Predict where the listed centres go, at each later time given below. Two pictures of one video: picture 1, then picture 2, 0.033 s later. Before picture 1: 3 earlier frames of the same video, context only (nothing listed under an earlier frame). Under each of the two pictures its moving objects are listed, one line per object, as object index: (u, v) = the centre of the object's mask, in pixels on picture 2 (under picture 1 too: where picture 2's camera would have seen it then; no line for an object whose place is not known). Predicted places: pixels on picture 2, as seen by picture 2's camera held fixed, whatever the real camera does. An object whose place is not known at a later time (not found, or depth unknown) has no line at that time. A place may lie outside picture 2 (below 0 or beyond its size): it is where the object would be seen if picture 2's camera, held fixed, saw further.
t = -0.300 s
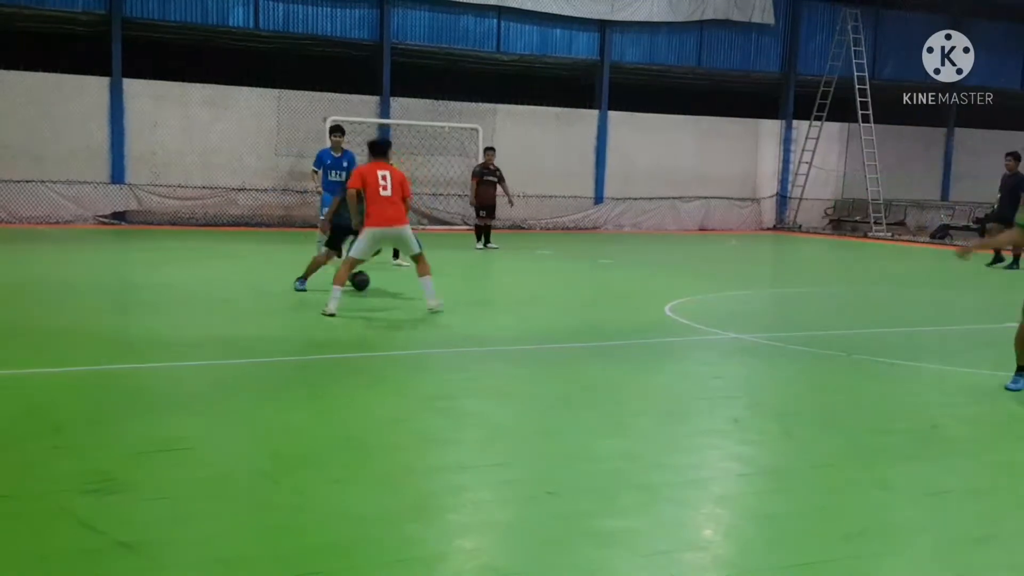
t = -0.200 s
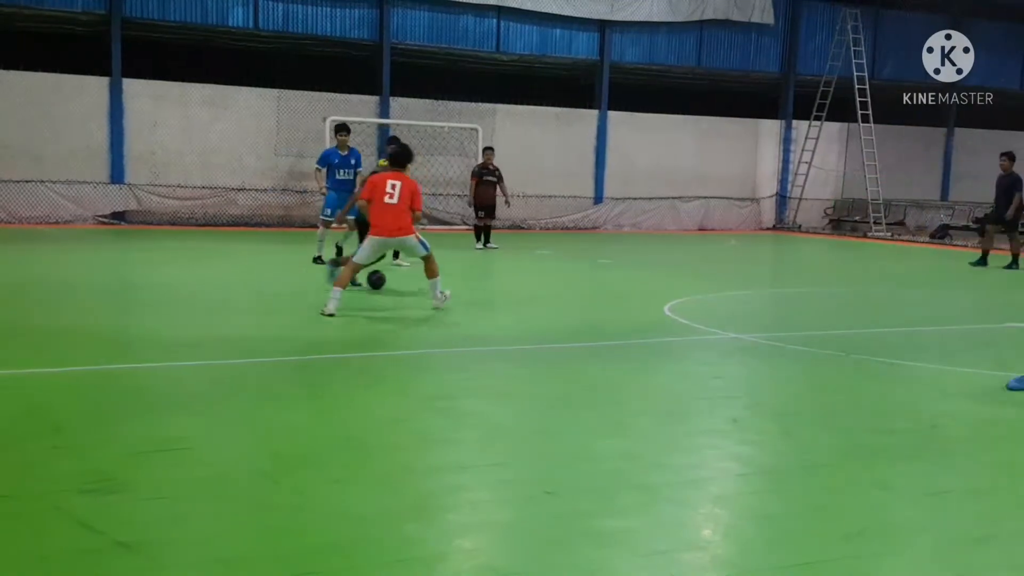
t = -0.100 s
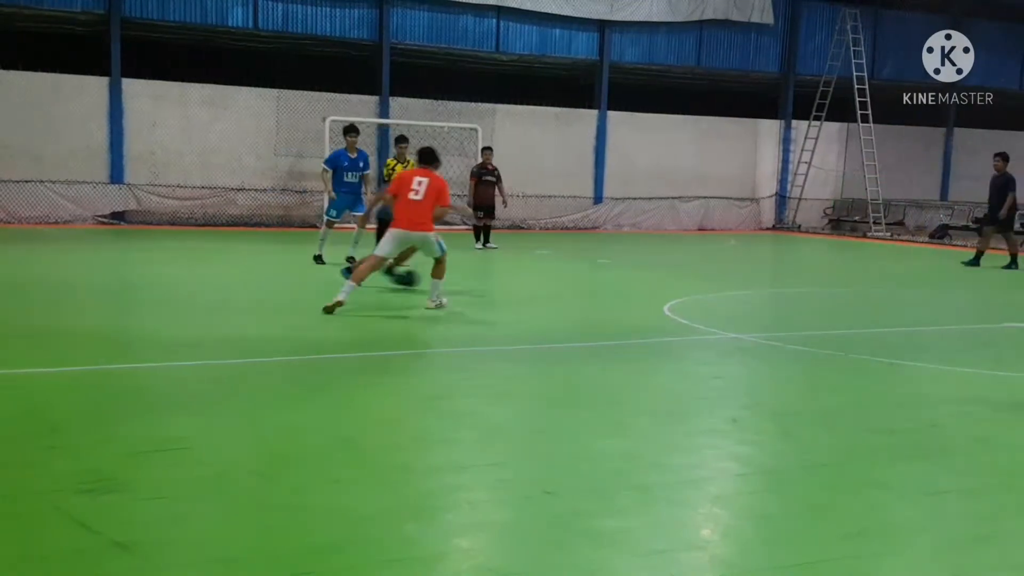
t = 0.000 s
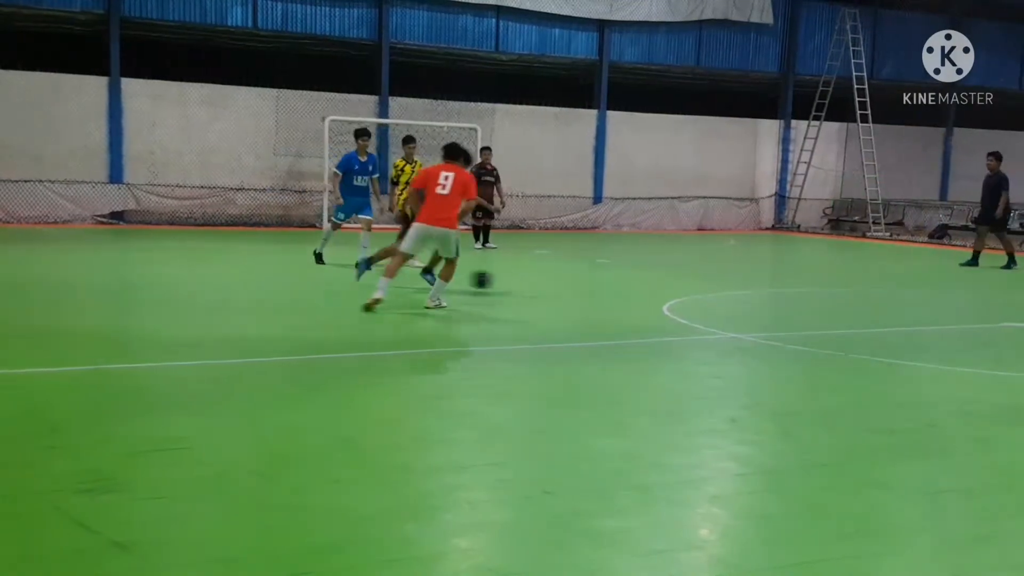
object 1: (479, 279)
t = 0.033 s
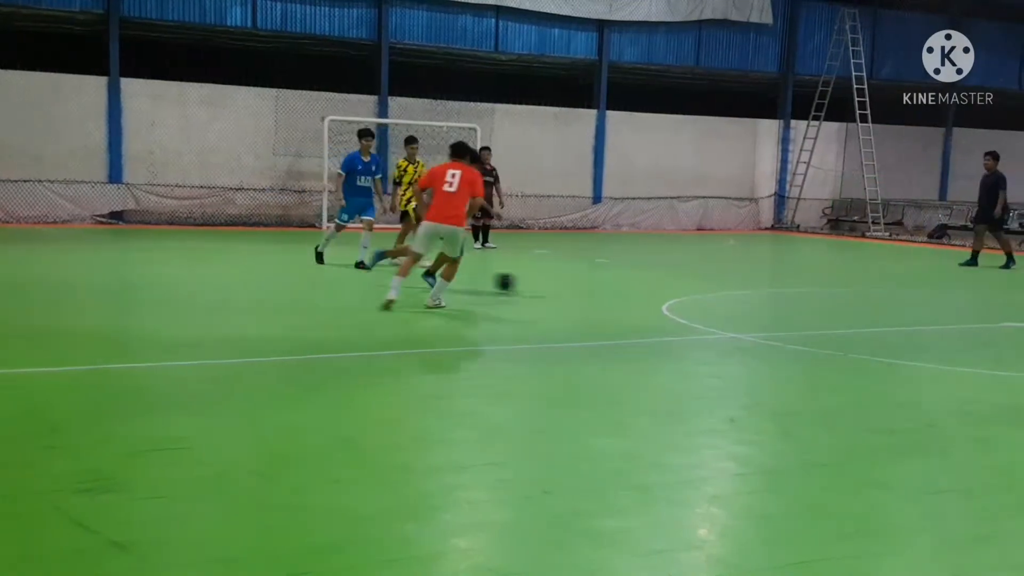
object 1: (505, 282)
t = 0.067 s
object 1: (525, 285)
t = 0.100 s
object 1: (545, 284)
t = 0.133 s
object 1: (564, 285)
